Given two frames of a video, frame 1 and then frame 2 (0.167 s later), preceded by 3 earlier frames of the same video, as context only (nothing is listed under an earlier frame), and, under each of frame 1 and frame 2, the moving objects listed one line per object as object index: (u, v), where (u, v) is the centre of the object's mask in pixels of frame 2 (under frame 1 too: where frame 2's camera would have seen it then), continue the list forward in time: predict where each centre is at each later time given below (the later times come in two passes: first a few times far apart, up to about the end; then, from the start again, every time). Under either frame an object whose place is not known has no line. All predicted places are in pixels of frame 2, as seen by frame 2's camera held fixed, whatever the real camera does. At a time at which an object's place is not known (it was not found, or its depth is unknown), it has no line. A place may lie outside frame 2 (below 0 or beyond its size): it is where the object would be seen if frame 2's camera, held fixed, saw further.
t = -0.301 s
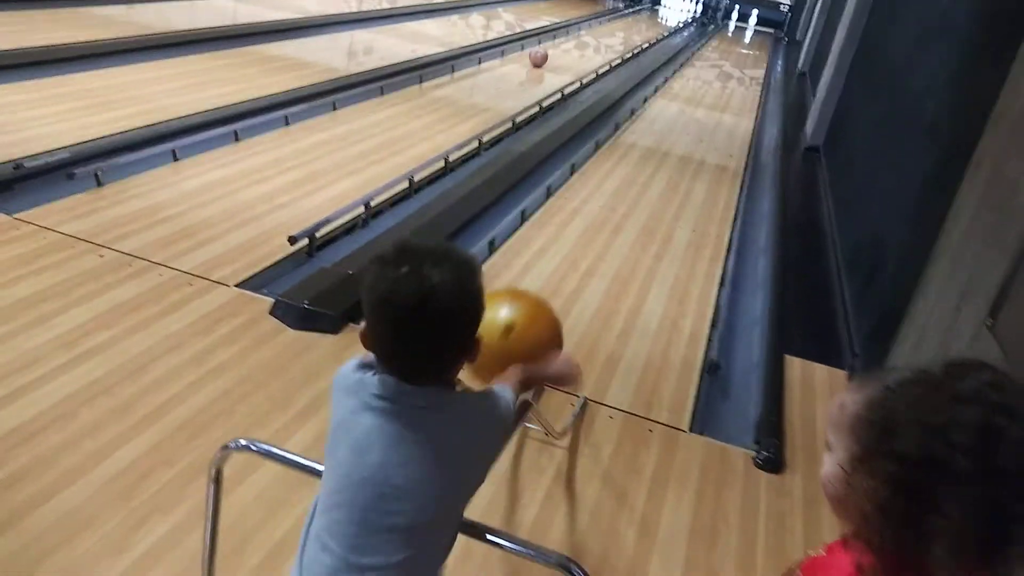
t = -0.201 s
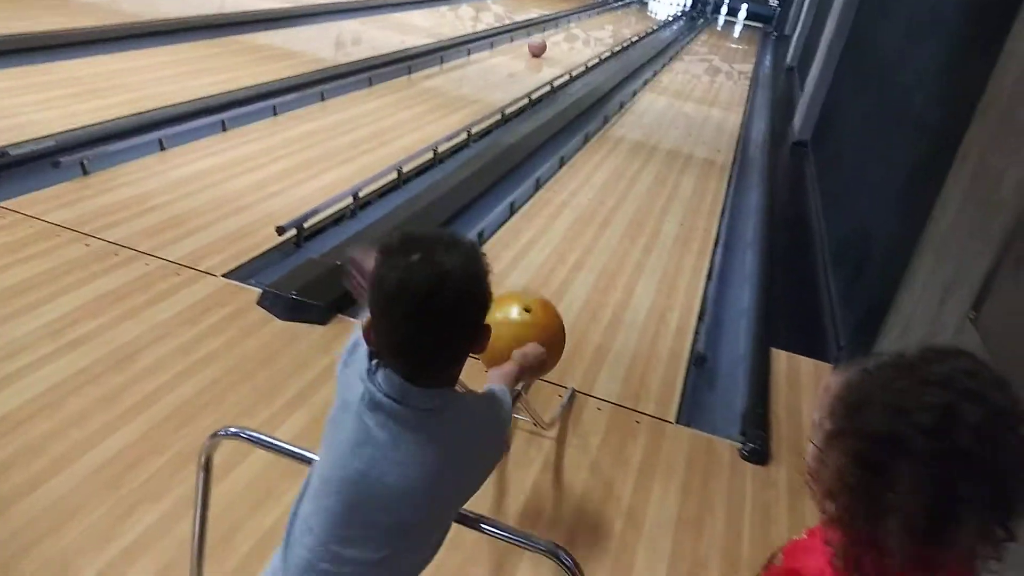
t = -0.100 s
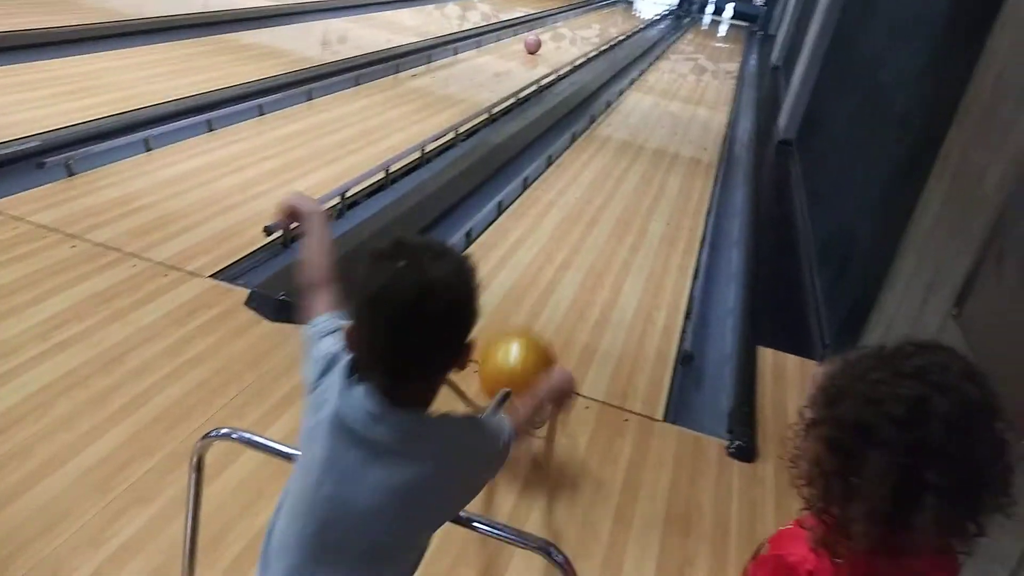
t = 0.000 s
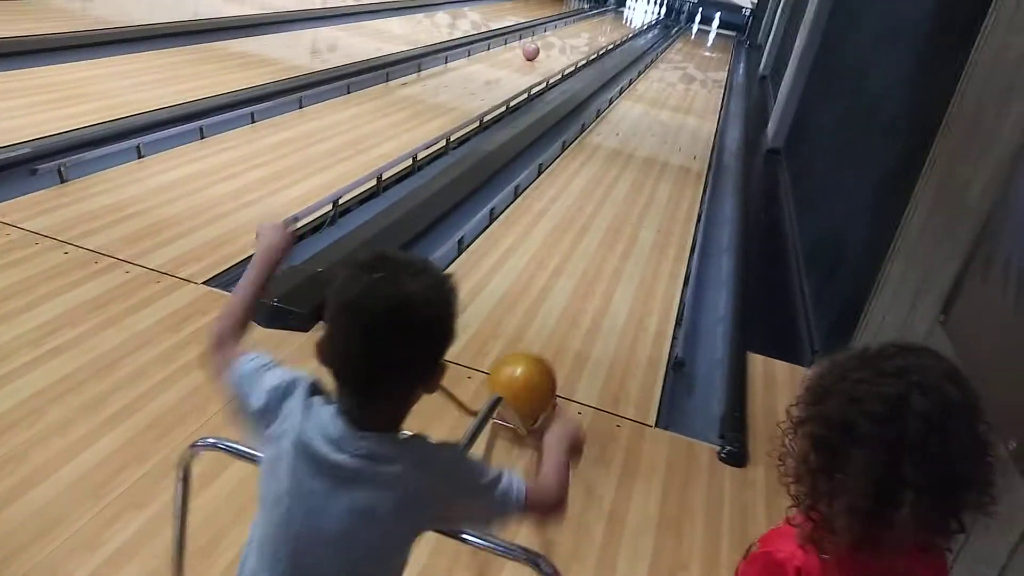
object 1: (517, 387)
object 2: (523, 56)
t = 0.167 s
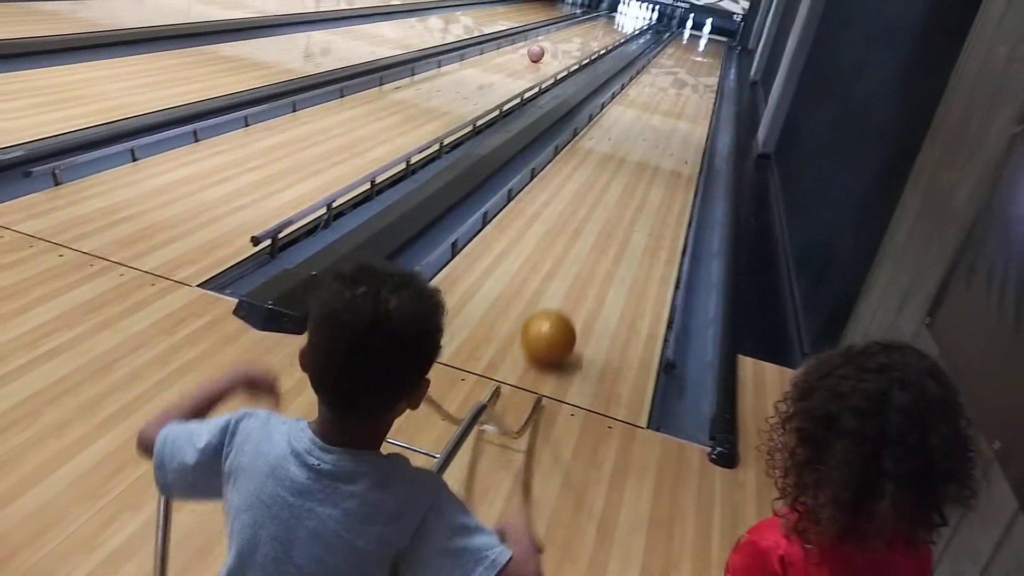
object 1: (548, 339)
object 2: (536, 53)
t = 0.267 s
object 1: (565, 308)
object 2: (542, 51)
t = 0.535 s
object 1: (598, 249)
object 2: (558, 49)
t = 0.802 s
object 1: (621, 209)
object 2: (573, 45)
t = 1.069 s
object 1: (638, 180)
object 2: (587, 43)
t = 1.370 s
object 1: (651, 156)
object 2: (601, 41)
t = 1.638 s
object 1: (660, 138)
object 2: (612, 37)
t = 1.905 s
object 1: (668, 125)
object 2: (615, 34)
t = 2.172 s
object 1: (674, 114)
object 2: (618, 31)
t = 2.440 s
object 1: (680, 104)
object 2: (620, 29)
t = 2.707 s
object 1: (685, 96)
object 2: (622, 26)
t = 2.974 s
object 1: (690, 88)
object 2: (625, 24)
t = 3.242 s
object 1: (694, 82)
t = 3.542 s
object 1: (698, 76)
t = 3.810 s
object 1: (701, 71)
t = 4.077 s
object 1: (705, 66)
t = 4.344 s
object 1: (708, 62)
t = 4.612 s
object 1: (710, 59)
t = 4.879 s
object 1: (713, 55)
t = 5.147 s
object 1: (715, 53)
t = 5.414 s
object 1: (718, 51)
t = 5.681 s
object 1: (720, 48)
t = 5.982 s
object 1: (722, 46)
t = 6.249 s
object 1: (721, 43)
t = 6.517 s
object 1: (721, 40)
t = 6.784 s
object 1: (720, 38)
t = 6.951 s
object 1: (720, 37)
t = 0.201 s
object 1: (554, 329)
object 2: (538, 53)
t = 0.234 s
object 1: (560, 318)
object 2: (540, 52)
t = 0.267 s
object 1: (565, 308)
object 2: (542, 51)
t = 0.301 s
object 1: (570, 299)
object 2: (544, 51)
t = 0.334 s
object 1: (575, 291)
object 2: (546, 51)
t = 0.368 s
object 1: (579, 284)
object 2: (548, 50)
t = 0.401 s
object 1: (583, 276)
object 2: (550, 49)
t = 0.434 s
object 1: (588, 269)
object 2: (552, 49)
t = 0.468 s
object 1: (591, 262)
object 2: (554, 49)
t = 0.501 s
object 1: (595, 255)
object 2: (556, 49)
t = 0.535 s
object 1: (598, 249)
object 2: (558, 49)
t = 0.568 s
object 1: (602, 244)
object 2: (560, 49)
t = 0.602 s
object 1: (605, 238)
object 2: (561, 48)
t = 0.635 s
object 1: (608, 232)
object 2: (564, 47)
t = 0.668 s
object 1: (611, 227)
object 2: (566, 47)
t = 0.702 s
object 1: (614, 223)
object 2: (568, 47)
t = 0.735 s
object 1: (616, 218)
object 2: (570, 46)
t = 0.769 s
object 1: (618, 214)
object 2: (571, 46)
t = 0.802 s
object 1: (621, 209)
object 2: (573, 45)
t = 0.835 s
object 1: (623, 205)
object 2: (575, 45)
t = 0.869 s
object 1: (625, 201)
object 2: (576, 45)
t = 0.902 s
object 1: (628, 197)
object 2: (578, 44)
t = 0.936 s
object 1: (630, 193)
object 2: (580, 44)
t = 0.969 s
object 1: (632, 190)
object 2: (582, 44)
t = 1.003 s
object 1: (634, 186)
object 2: (583, 44)
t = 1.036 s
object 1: (635, 184)
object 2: (585, 44)
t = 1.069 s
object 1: (638, 180)
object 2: (587, 43)
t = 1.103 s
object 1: (639, 177)
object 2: (588, 43)
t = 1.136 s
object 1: (641, 174)
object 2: (590, 43)
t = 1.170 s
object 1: (642, 171)
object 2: (591, 43)
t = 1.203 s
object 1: (644, 168)
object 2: (593, 42)
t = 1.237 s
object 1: (645, 165)
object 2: (595, 42)
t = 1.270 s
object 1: (646, 163)
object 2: (597, 42)
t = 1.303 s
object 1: (648, 160)
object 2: (598, 41)
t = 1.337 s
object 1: (649, 158)
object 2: (600, 41)
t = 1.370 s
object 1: (651, 156)
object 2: (601, 41)
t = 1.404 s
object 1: (652, 153)
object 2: (603, 40)
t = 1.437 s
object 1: (653, 151)
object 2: (604, 40)
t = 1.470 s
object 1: (654, 148)
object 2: (605, 40)
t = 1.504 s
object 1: (655, 146)
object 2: (607, 39)
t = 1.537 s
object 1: (657, 144)
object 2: (608, 38)
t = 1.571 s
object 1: (658, 142)
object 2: (609, 38)
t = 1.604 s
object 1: (659, 140)
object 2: (611, 37)
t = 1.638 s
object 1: (660, 138)
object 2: (612, 37)
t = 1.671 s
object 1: (661, 137)
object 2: (612, 36)
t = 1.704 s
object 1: (662, 135)
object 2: (612, 36)
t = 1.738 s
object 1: (663, 133)
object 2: (613, 35)
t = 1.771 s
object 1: (664, 132)
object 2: (613, 35)
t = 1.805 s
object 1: (665, 130)
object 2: (614, 35)
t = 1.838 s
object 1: (666, 128)
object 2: (613, 35)
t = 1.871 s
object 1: (667, 126)
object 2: (614, 34)
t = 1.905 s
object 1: (668, 125)
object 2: (615, 34)
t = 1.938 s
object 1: (669, 123)
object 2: (615, 34)
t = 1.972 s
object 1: (669, 122)
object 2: (616, 33)
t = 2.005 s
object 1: (670, 120)
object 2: (616, 33)
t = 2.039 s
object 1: (671, 119)
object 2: (616, 33)
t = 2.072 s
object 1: (672, 117)
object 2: (616, 32)
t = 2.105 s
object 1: (673, 116)
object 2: (616, 32)
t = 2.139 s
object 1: (674, 115)
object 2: (616, 32)
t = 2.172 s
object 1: (674, 114)
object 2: (618, 31)
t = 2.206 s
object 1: (675, 112)
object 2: (618, 30)
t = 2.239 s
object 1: (676, 111)
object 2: (618, 30)
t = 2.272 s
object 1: (677, 110)
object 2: (618, 30)
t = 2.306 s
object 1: (677, 109)
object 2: (618, 30)
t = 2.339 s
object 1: (678, 108)
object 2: (619, 30)
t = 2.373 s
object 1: (679, 106)
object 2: (619, 29)
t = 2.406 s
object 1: (680, 105)
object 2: (620, 29)
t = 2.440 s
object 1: (680, 104)
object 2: (620, 29)
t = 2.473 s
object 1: (681, 103)
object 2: (620, 28)
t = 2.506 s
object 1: (682, 102)
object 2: (620, 29)
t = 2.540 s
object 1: (682, 101)
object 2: (621, 28)
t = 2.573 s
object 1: (683, 100)
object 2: (621, 28)
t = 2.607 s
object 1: (684, 99)
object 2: (621, 27)
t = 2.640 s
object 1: (684, 98)
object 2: (621, 27)
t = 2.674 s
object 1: (685, 97)
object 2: (621, 27)
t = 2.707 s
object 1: (685, 96)
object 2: (622, 26)
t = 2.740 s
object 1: (686, 95)
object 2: (623, 26)
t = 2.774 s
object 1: (687, 94)
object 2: (623, 26)
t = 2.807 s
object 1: (687, 93)
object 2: (623, 25)
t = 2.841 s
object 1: (688, 92)
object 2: (624, 25)
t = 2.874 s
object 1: (688, 91)
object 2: (624, 25)
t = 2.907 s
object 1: (689, 90)
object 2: (625, 24)
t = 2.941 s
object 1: (689, 89)
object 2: (625, 24)
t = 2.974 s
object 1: (690, 88)
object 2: (625, 24)
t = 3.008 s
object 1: (690, 88)
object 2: (625, 24)
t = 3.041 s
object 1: (691, 87)
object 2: (625, 23)
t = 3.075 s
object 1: (692, 85)
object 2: (626, 23)
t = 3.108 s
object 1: (692, 85)
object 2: (626, 23)
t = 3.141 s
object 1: (693, 84)
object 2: (626, 23)
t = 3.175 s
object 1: (693, 83)
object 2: (627, 22)
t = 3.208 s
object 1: (693, 83)
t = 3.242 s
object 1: (694, 82)
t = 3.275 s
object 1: (694, 82)
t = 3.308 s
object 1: (695, 81)
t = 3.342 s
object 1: (695, 81)
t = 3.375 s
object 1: (696, 79)
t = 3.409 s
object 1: (697, 79)
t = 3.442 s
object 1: (697, 78)
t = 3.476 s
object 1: (697, 77)
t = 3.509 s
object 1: (698, 77)
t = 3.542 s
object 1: (698, 76)
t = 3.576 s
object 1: (698, 76)
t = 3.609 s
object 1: (699, 75)
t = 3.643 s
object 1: (699, 74)
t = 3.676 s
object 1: (700, 74)
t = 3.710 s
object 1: (700, 73)
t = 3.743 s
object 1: (701, 72)
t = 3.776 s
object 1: (701, 71)
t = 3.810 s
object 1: (701, 71)
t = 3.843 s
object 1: (701, 71)
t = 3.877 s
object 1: (702, 70)
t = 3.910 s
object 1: (702, 70)
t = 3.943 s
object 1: (703, 69)
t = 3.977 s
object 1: (703, 68)
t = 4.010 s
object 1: (704, 68)
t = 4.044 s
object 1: (705, 67)
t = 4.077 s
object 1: (705, 66)
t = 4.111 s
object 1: (706, 66)
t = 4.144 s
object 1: (706, 65)
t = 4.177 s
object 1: (706, 65)
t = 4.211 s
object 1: (706, 64)
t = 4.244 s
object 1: (707, 64)
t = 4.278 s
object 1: (707, 63)
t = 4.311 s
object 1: (708, 63)
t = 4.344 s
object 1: (708, 62)
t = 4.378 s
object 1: (708, 62)
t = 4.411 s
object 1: (709, 62)
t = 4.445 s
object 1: (709, 61)
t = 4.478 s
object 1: (710, 61)
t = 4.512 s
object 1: (710, 60)
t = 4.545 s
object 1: (710, 60)
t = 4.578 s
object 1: (710, 59)
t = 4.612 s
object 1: (710, 59)
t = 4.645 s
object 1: (711, 59)
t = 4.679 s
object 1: (712, 58)
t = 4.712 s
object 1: (712, 57)
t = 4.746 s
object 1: (712, 57)
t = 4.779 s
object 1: (712, 57)
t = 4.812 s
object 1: (712, 57)
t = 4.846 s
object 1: (713, 56)
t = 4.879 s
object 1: (713, 55)
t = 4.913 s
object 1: (713, 55)
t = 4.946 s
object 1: (714, 55)
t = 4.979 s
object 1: (714, 55)
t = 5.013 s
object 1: (714, 54)
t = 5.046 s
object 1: (715, 54)
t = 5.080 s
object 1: (715, 53)
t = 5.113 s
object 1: (715, 53)
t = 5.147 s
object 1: (715, 53)
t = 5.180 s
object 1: (716, 53)
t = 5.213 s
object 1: (715, 53)
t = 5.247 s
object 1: (716, 53)
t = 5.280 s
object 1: (716, 52)
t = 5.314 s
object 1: (717, 52)
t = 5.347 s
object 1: (717, 51)
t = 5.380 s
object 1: (718, 51)
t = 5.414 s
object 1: (718, 51)
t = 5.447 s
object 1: (718, 50)
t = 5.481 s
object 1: (719, 50)
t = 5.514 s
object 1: (719, 50)
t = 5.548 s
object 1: (719, 50)
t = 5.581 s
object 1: (719, 49)
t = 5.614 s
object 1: (719, 49)
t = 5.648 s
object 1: (720, 48)
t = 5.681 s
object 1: (720, 48)
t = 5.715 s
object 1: (720, 48)
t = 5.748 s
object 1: (721, 47)
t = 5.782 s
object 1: (721, 47)
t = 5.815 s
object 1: (721, 47)
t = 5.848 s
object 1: (721, 47)
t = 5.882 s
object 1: (721, 46)
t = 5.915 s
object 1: (722, 46)
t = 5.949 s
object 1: (722, 46)
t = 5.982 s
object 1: (722, 46)
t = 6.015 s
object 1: (721, 45)
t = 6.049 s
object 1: (721, 45)
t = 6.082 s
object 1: (722, 45)
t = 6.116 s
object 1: (721, 44)
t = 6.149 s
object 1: (722, 44)
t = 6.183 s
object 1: (722, 44)
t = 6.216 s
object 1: (721, 43)
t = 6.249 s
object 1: (721, 43)
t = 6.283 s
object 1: (721, 42)
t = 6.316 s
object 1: (722, 42)
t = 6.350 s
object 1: (722, 42)
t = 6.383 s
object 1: (721, 41)
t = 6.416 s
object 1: (721, 41)
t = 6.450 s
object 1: (721, 41)
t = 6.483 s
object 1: (721, 41)
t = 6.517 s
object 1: (721, 40)
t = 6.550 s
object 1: (721, 40)
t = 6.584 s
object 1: (721, 40)
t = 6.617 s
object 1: (720, 40)
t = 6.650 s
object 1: (720, 39)
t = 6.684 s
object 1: (720, 39)
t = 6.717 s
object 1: (721, 38)
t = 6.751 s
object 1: (720, 38)
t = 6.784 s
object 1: (720, 38)
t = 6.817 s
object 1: (721, 38)
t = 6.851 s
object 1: (720, 38)
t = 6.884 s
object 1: (721, 38)
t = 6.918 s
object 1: (720, 37)
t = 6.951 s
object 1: (720, 37)
